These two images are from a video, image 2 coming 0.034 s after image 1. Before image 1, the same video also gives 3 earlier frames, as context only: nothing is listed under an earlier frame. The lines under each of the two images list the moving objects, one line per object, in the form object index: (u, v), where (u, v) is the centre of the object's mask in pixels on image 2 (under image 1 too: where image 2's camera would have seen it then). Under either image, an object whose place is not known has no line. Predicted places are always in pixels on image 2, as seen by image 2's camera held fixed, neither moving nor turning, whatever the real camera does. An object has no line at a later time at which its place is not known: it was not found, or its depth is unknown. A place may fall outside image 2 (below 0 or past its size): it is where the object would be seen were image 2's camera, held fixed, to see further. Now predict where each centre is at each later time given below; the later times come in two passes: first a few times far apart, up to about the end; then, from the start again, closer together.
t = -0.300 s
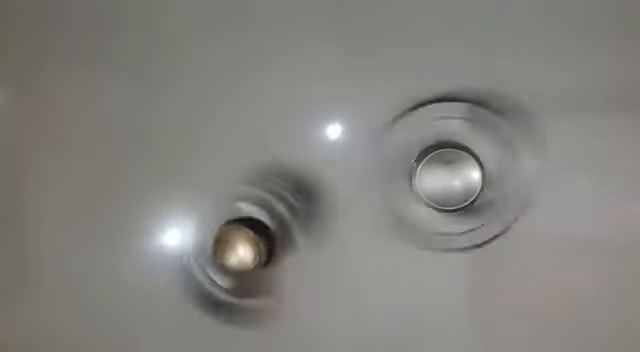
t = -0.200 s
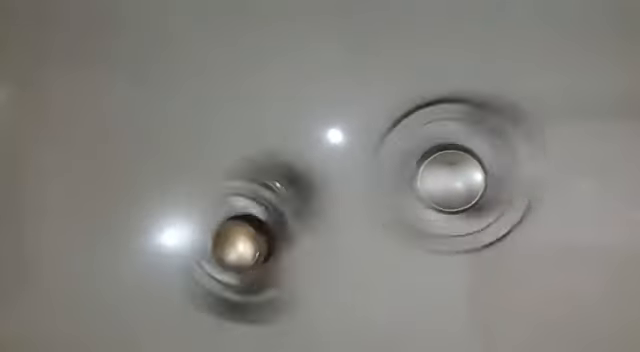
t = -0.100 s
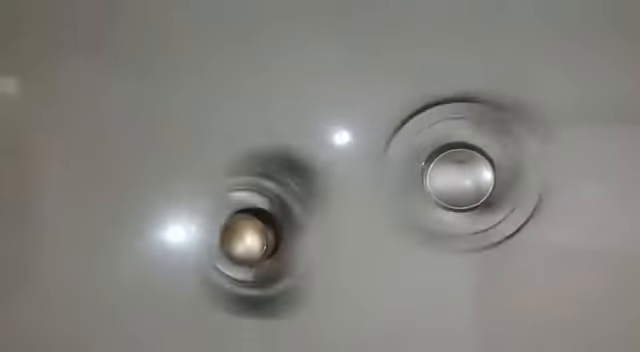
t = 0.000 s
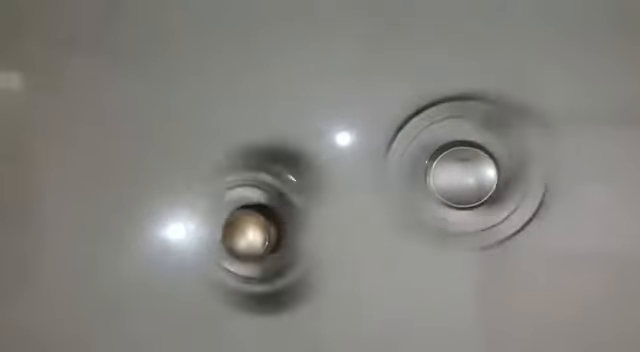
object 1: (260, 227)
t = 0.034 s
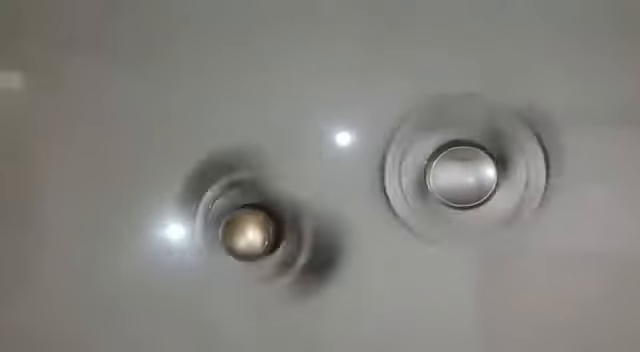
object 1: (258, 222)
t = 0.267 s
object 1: (248, 236)
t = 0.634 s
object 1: (234, 216)
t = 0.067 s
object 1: (259, 228)
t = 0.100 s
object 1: (258, 226)
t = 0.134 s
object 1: (251, 227)
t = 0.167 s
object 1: (247, 236)
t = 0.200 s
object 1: (250, 231)
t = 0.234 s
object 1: (246, 230)
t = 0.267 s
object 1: (248, 236)
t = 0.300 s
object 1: (253, 230)
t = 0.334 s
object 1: (251, 228)
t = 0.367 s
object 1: (254, 234)
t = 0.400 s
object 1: (255, 229)
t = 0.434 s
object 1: (245, 232)
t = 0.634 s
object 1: (234, 216)
